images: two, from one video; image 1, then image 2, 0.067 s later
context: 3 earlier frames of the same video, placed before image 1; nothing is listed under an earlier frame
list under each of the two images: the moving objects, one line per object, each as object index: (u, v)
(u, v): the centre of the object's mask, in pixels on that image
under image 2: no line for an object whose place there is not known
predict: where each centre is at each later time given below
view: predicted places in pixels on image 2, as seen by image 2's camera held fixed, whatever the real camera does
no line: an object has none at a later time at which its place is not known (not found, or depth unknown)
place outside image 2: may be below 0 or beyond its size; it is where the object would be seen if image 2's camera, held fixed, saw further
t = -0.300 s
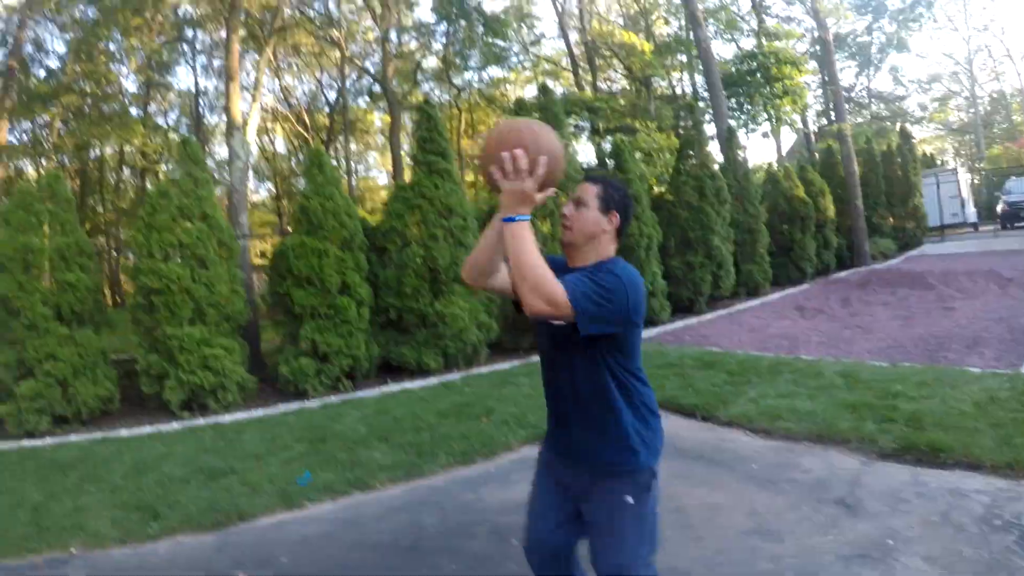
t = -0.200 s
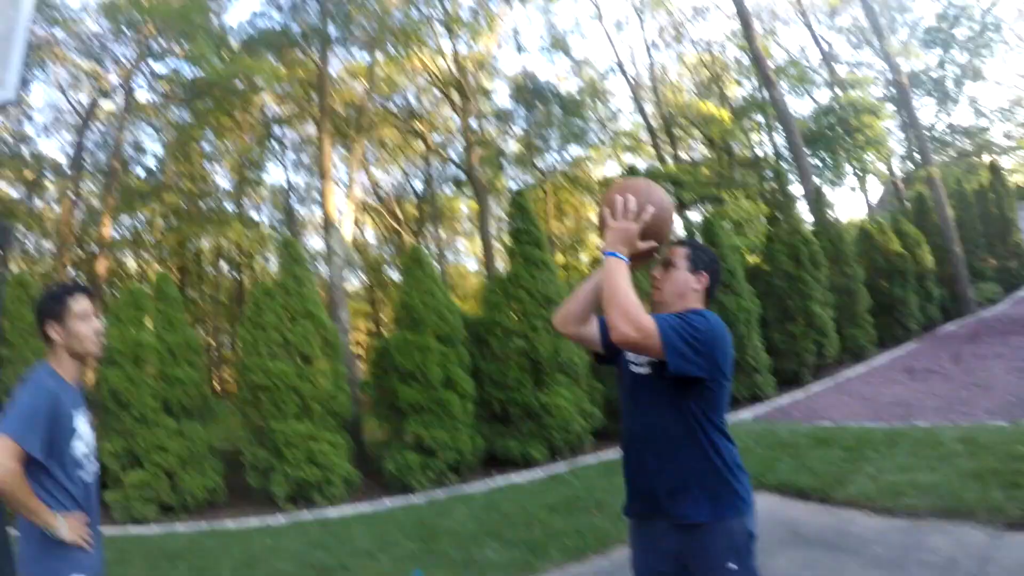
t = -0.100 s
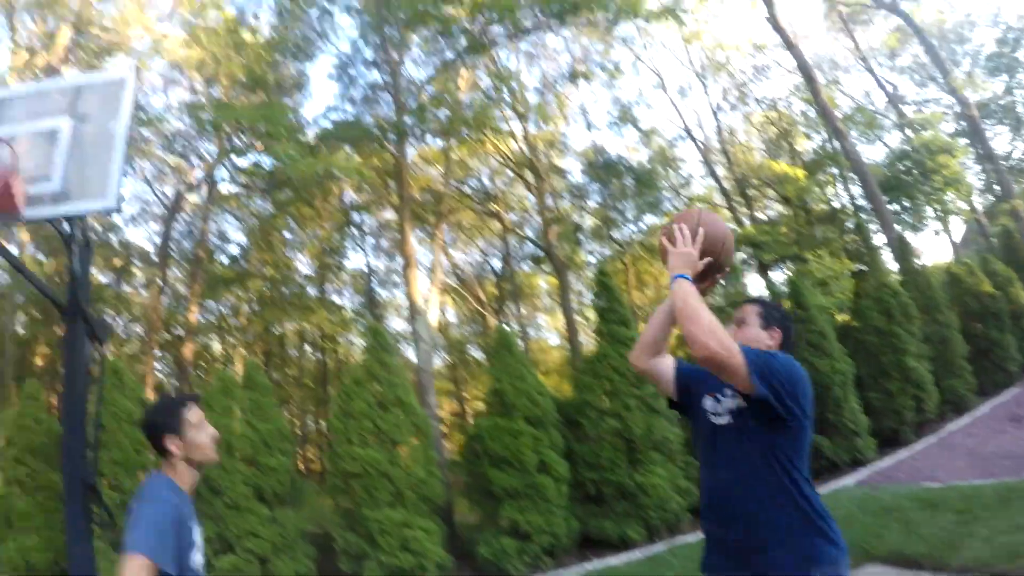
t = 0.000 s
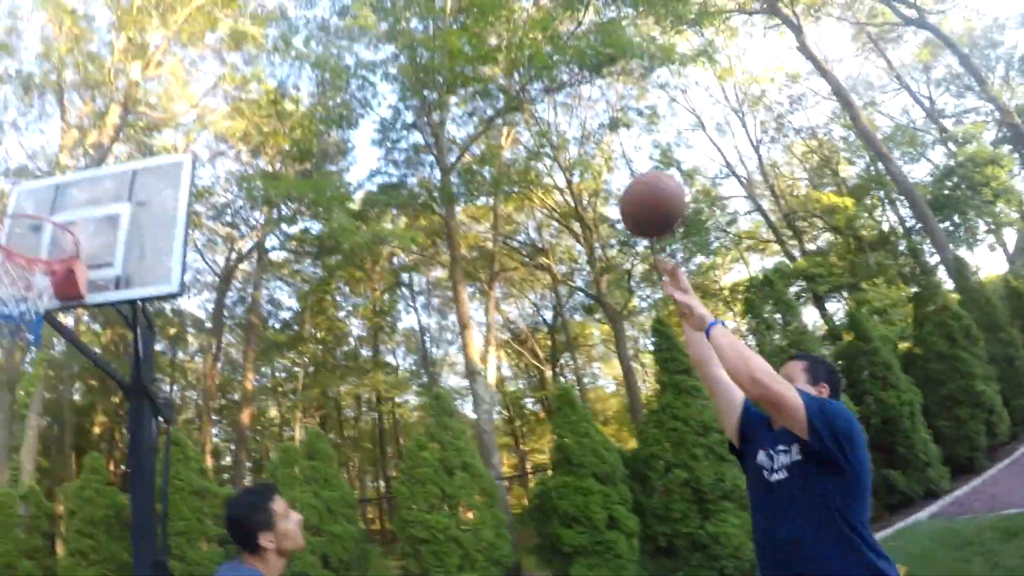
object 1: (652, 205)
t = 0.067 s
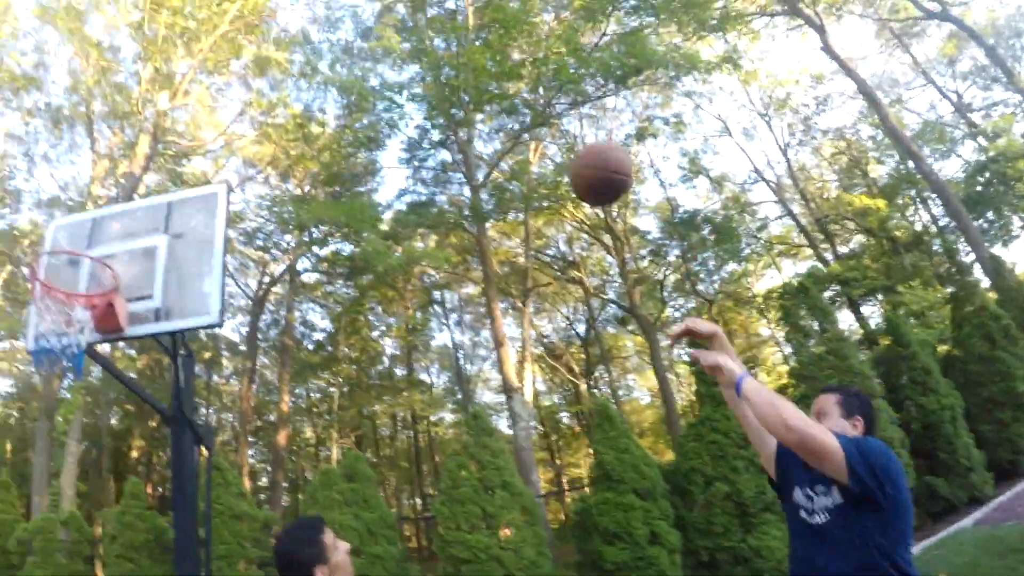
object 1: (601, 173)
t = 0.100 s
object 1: (562, 156)
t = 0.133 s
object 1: (526, 144)
